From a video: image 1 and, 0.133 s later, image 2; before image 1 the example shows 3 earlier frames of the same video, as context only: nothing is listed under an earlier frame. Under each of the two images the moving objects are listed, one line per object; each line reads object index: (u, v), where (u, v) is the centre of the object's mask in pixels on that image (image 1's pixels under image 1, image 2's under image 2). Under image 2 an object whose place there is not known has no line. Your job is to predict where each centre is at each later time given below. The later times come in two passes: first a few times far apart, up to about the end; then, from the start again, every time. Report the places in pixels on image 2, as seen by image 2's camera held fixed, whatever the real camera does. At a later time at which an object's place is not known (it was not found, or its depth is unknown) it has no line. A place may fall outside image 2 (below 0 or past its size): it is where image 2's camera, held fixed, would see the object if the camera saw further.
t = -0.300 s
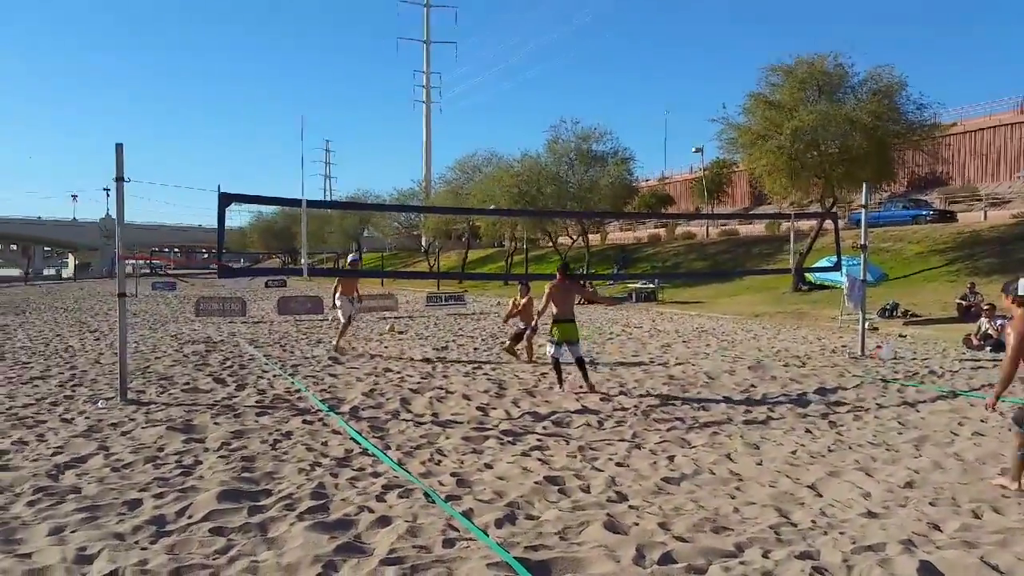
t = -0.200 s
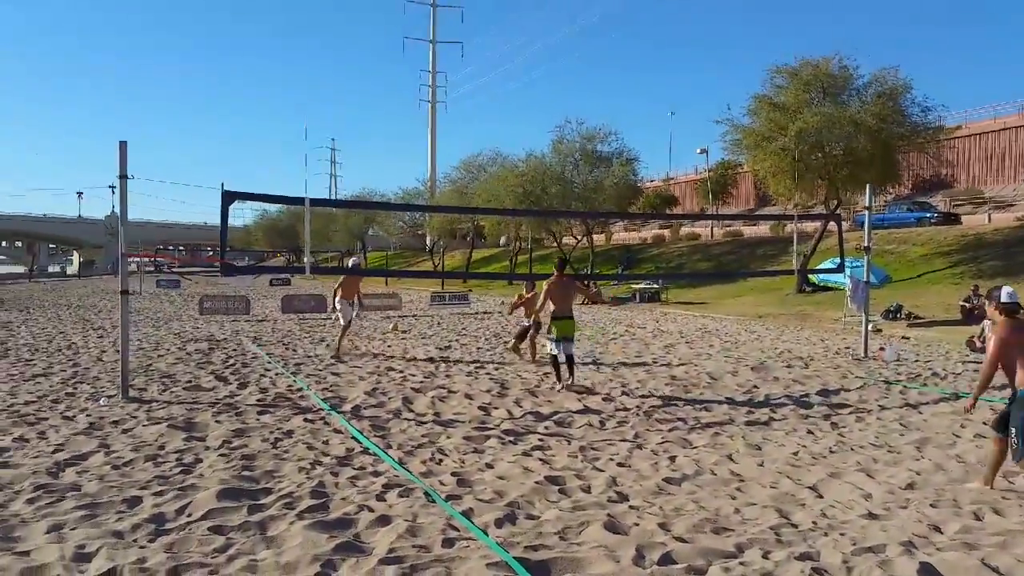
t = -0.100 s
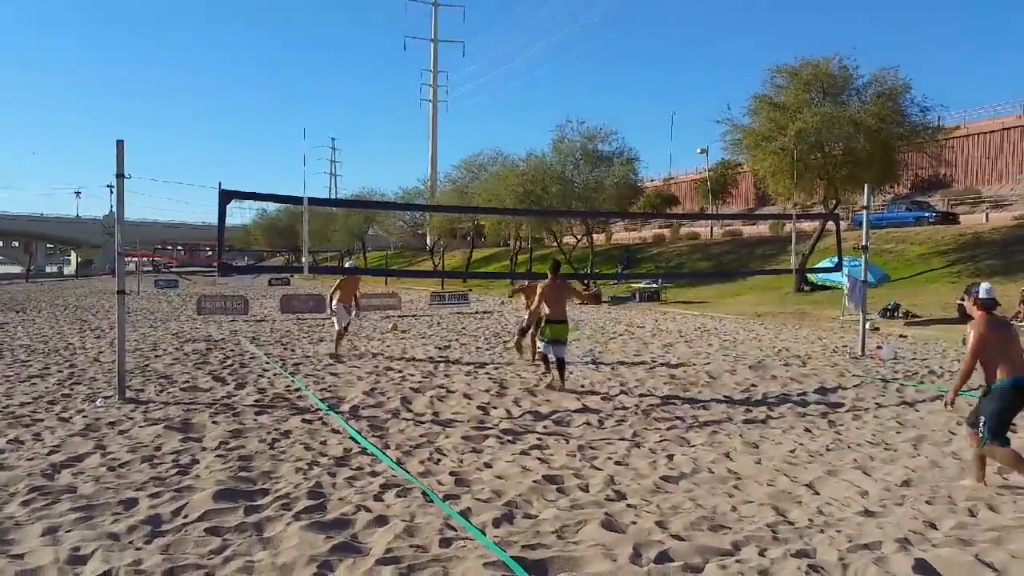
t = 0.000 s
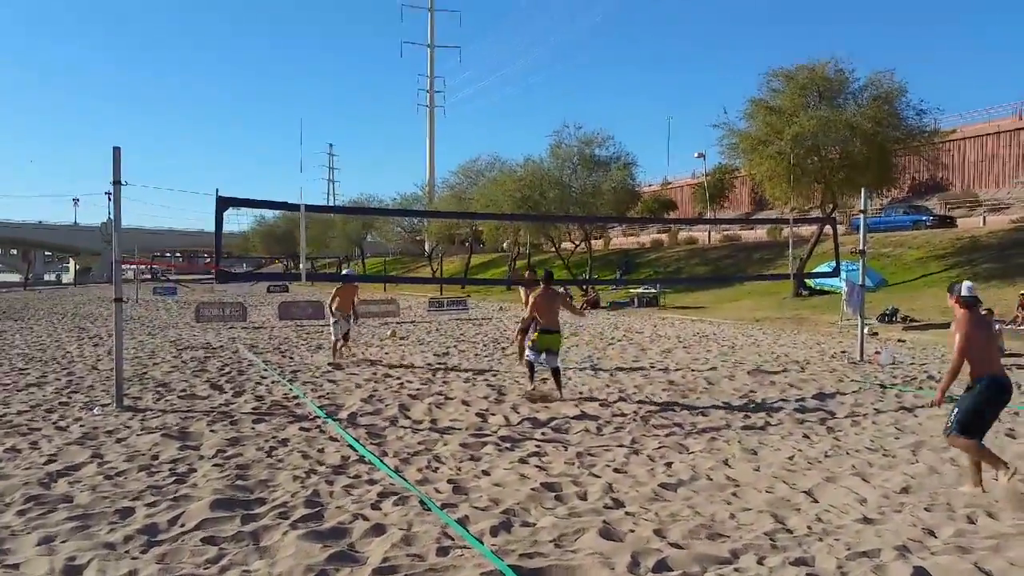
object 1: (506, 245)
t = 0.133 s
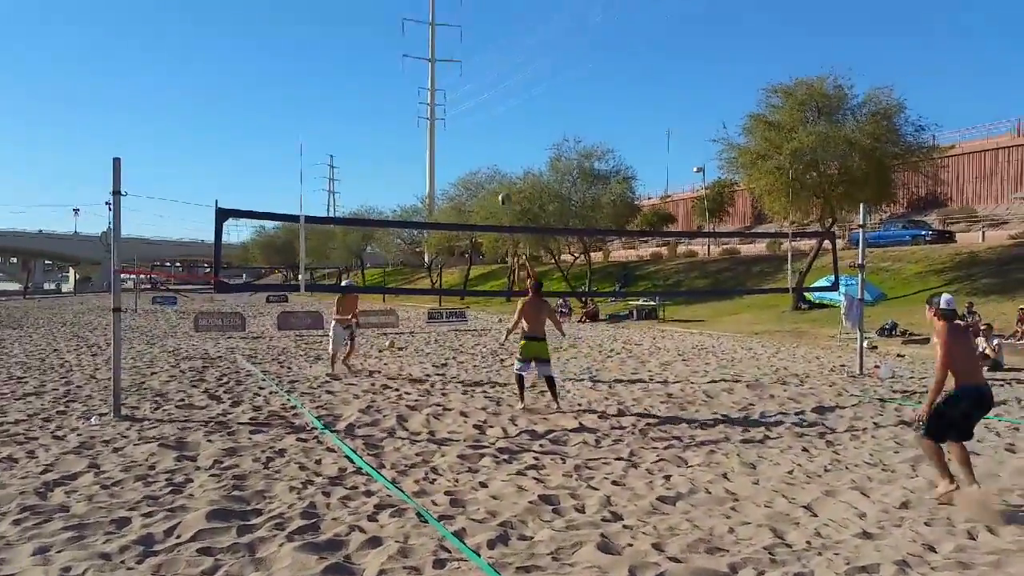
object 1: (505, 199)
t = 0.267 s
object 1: (500, 149)
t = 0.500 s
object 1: (492, 90)
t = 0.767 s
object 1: (486, 60)
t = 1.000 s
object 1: (478, 71)
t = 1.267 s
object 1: (470, 129)
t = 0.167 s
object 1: (503, 185)
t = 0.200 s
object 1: (502, 173)
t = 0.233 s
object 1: (501, 161)
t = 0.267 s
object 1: (500, 149)
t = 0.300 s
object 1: (498, 139)
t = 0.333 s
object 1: (497, 129)
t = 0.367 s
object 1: (496, 120)
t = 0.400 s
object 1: (495, 111)
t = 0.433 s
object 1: (494, 103)
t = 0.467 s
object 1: (493, 96)
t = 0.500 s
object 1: (492, 90)
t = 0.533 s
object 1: (490, 83)
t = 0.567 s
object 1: (490, 78)
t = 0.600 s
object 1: (489, 73)
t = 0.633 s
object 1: (489, 69)
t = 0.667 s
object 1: (488, 65)
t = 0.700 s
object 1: (488, 63)
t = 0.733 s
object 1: (487, 61)
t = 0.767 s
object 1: (486, 60)
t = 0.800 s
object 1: (483, 58)
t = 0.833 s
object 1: (483, 59)
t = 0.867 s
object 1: (483, 61)
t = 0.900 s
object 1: (482, 63)
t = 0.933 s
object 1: (480, 65)
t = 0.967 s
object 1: (479, 67)
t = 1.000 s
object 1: (478, 71)
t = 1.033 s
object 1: (478, 76)
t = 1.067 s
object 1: (477, 81)
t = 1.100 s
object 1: (476, 87)
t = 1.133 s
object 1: (475, 94)
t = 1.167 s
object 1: (474, 102)
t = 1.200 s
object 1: (473, 111)
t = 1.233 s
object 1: (471, 120)
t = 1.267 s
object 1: (470, 129)
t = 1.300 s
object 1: (469, 141)
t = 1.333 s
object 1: (469, 152)
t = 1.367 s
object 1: (468, 164)
